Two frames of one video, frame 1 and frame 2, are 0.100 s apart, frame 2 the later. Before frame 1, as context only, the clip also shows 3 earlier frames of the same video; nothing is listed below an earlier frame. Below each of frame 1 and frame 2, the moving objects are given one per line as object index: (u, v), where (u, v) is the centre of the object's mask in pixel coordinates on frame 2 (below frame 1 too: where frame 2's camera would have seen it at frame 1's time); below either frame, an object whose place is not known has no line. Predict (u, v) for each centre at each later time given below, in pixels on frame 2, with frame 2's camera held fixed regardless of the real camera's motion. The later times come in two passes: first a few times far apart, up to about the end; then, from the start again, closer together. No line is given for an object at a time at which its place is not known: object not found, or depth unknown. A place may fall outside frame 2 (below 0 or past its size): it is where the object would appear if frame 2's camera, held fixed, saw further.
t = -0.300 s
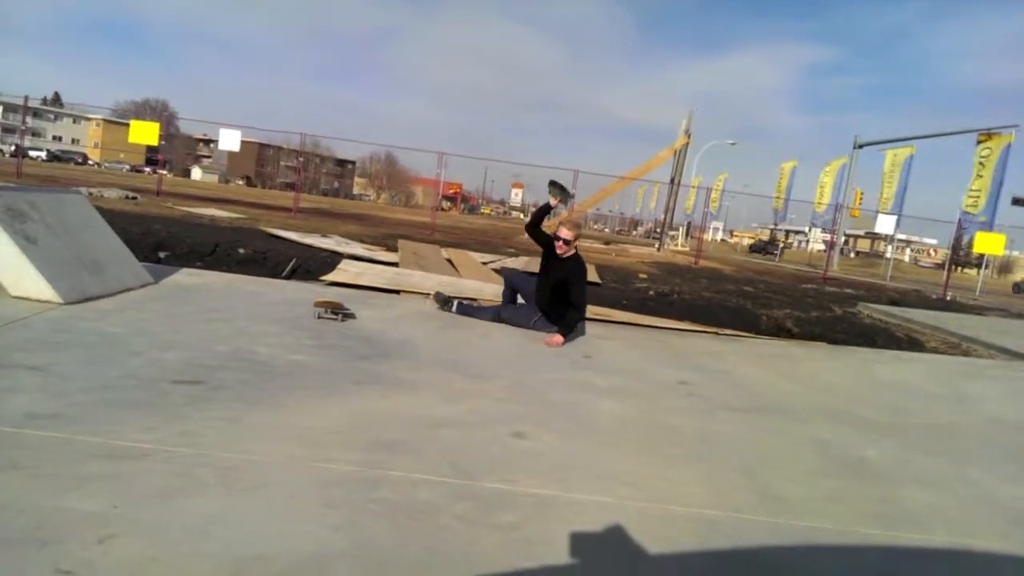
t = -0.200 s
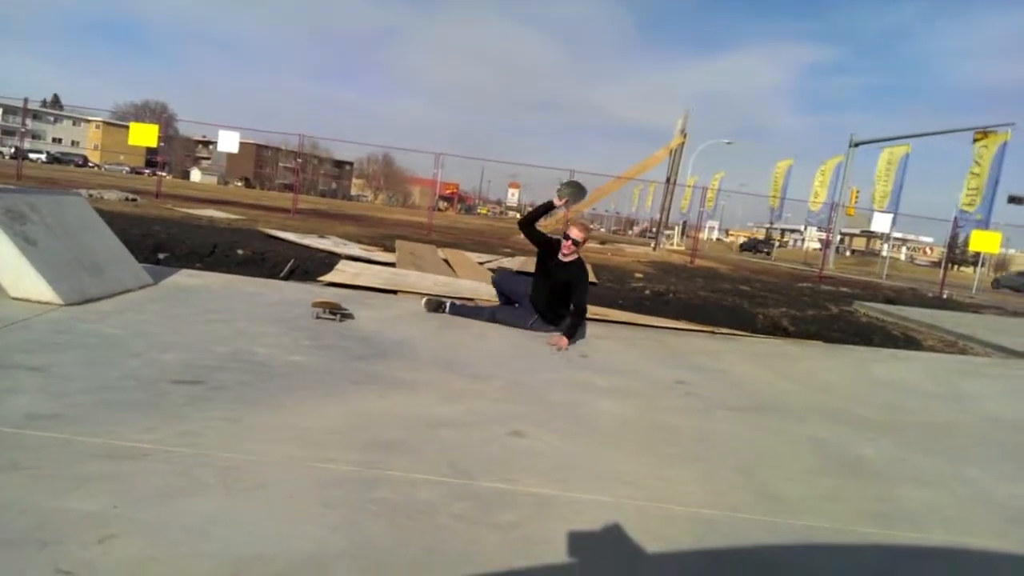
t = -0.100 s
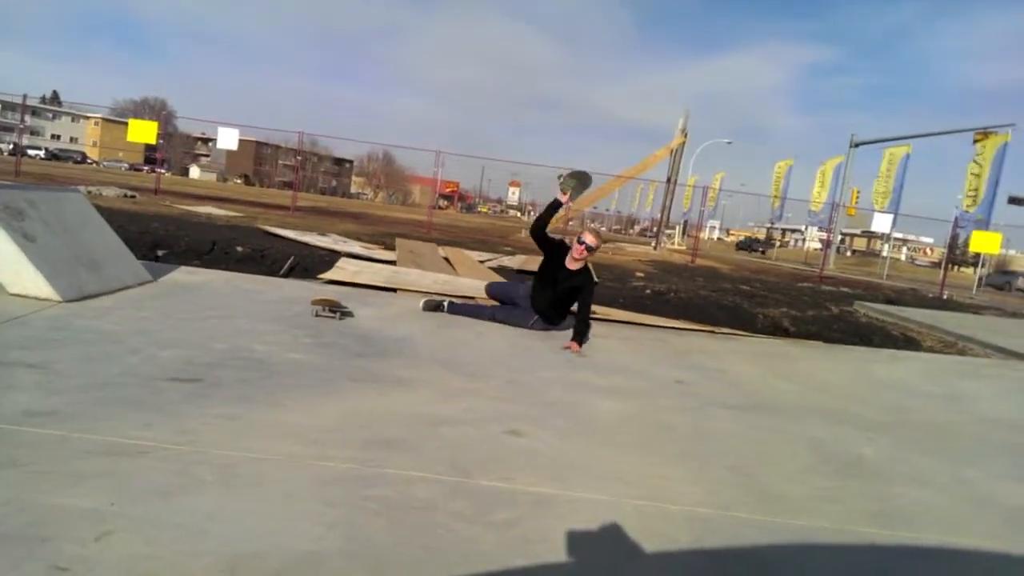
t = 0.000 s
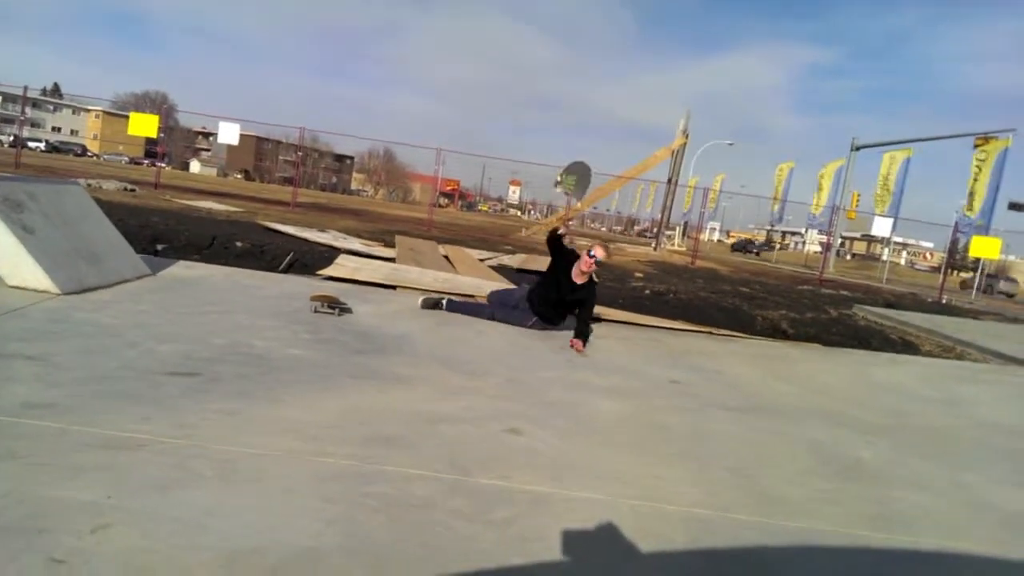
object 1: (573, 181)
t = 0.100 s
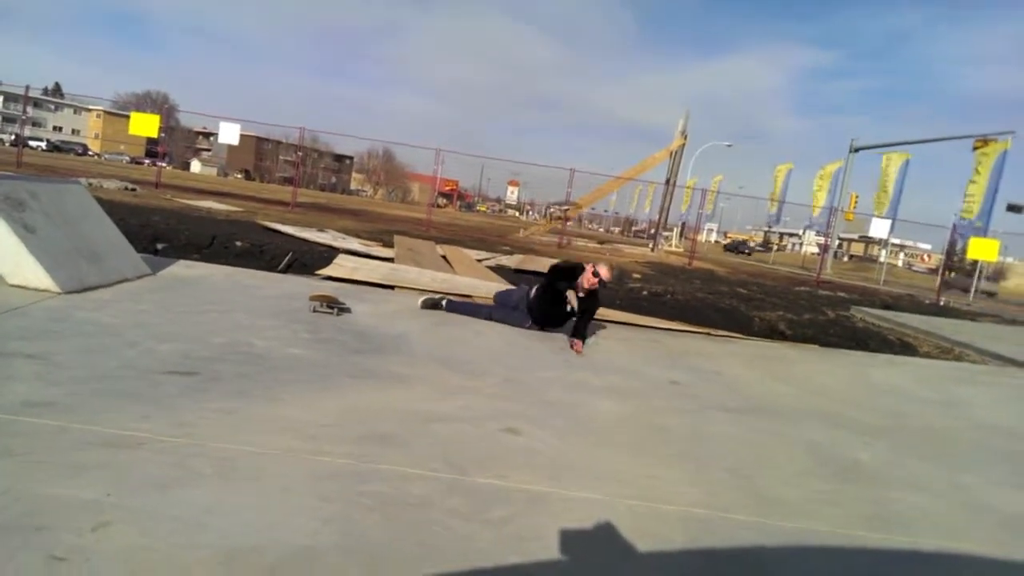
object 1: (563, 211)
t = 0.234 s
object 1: (544, 297)
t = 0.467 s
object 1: (505, 431)
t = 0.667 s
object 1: (480, 502)
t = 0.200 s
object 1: (551, 268)
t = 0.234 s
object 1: (544, 297)
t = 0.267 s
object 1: (537, 335)
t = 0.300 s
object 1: (528, 382)
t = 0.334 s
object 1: (515, 435)
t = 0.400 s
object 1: (509, 450)
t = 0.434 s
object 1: (507, 439)
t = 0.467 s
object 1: (505, 431)
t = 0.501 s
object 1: (507, 425)
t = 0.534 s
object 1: (510, 423)
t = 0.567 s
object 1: (506, 434)
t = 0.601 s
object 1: (499, 451)
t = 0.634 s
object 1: (491, 472)
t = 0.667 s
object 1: (480, 502)
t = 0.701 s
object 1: (464, 526)
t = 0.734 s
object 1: (454, 551)
